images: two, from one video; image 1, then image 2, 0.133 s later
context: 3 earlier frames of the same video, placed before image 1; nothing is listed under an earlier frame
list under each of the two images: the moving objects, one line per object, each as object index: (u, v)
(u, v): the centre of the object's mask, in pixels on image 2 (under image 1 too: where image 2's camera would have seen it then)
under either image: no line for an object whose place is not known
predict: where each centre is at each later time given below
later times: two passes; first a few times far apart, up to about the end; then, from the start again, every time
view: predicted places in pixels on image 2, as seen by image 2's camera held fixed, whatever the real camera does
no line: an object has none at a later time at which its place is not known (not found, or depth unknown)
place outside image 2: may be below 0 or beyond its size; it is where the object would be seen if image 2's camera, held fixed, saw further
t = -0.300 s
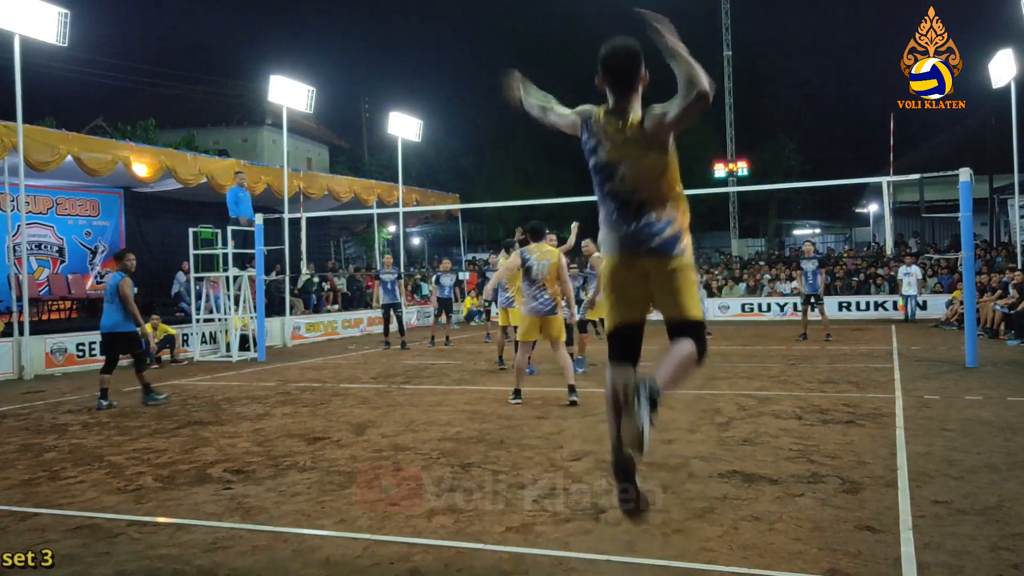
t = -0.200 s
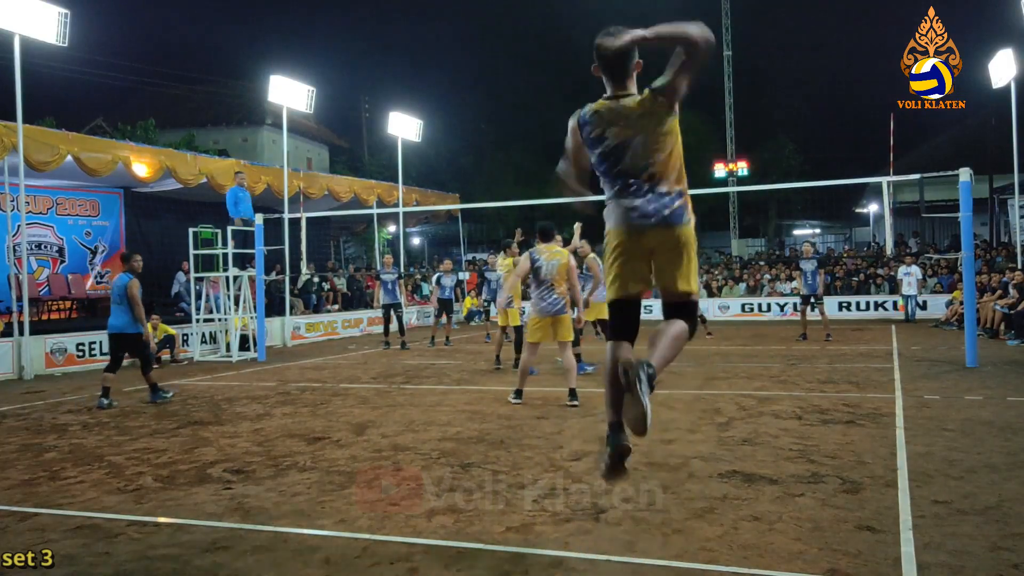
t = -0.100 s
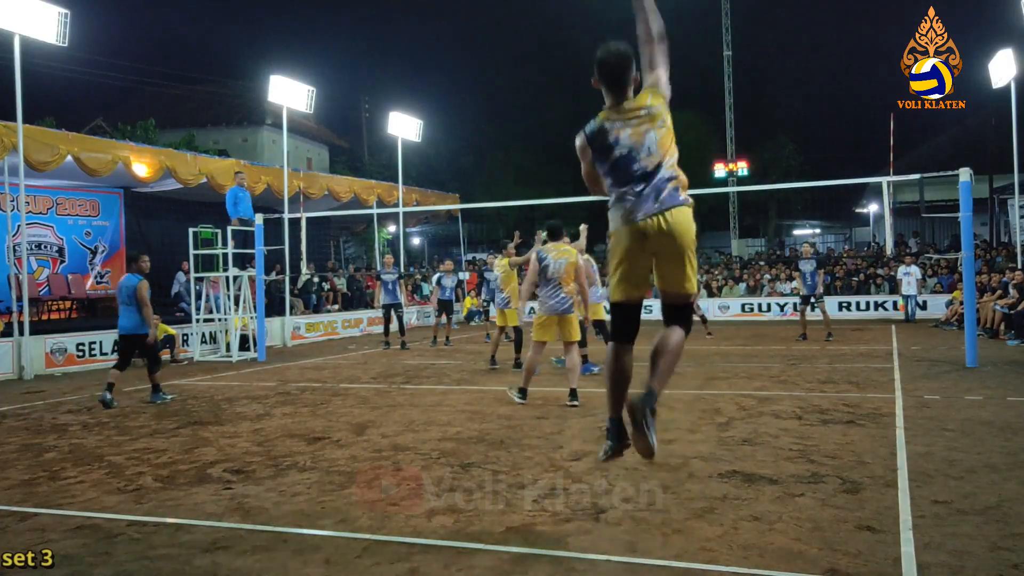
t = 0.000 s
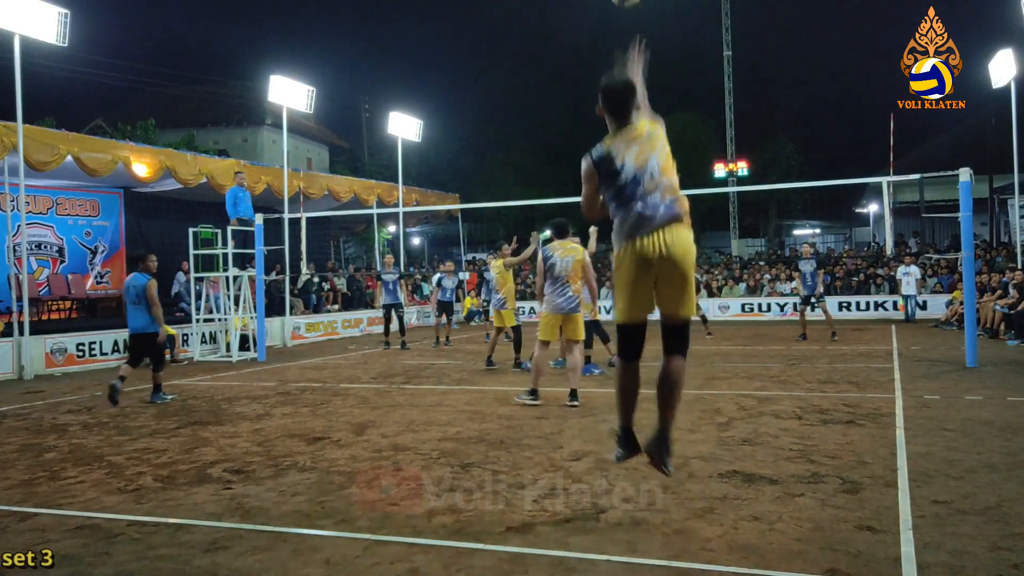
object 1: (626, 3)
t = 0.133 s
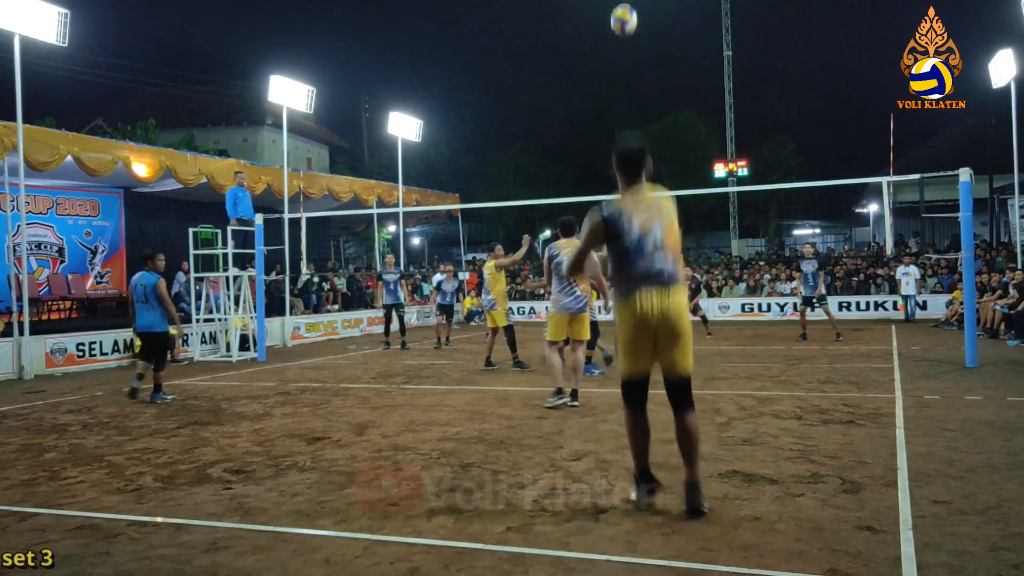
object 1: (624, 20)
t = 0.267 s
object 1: (627, 55)
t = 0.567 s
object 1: (633, 138)
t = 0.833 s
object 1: (638, 207)
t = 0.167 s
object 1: (624, 29)
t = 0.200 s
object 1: (625, 37)
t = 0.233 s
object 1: (626, 46)
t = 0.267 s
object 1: (627, 55)
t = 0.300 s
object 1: (628, 64)
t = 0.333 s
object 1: (629, 72)
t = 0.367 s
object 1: (630, 81)
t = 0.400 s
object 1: (630, 91)
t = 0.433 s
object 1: (631, 100)
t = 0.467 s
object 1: (632, 110)
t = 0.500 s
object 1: (632, 119)
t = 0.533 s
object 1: (633, 129)
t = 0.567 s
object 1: (633, 138)
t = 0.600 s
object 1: (634, 147)
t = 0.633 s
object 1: (635, 156)
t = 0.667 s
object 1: (635, 165)
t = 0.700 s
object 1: (636, 173)
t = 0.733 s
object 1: (637, 182)
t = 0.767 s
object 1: (637, 189)
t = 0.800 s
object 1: (638, 199)
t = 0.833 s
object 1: (638, 207)
